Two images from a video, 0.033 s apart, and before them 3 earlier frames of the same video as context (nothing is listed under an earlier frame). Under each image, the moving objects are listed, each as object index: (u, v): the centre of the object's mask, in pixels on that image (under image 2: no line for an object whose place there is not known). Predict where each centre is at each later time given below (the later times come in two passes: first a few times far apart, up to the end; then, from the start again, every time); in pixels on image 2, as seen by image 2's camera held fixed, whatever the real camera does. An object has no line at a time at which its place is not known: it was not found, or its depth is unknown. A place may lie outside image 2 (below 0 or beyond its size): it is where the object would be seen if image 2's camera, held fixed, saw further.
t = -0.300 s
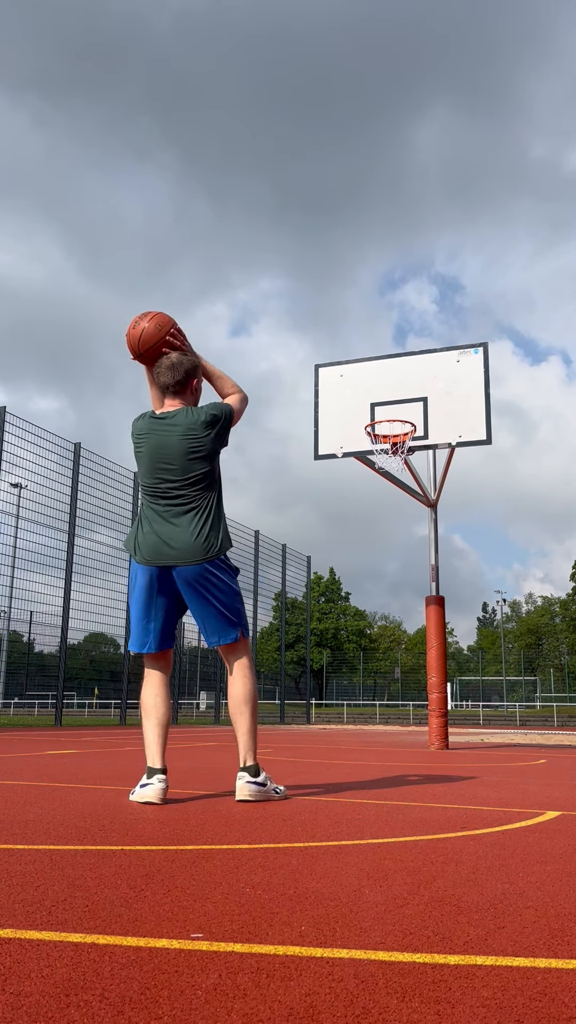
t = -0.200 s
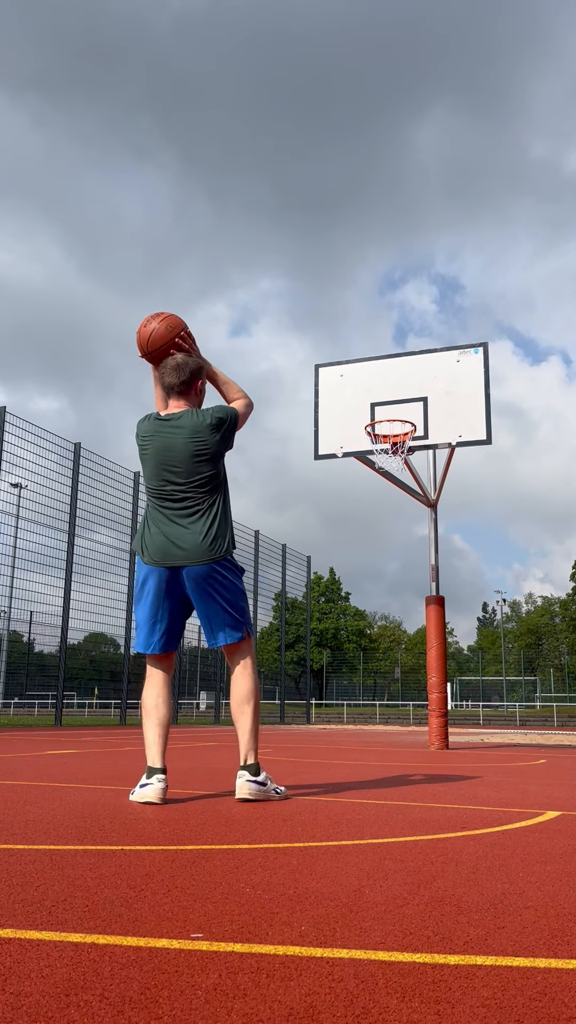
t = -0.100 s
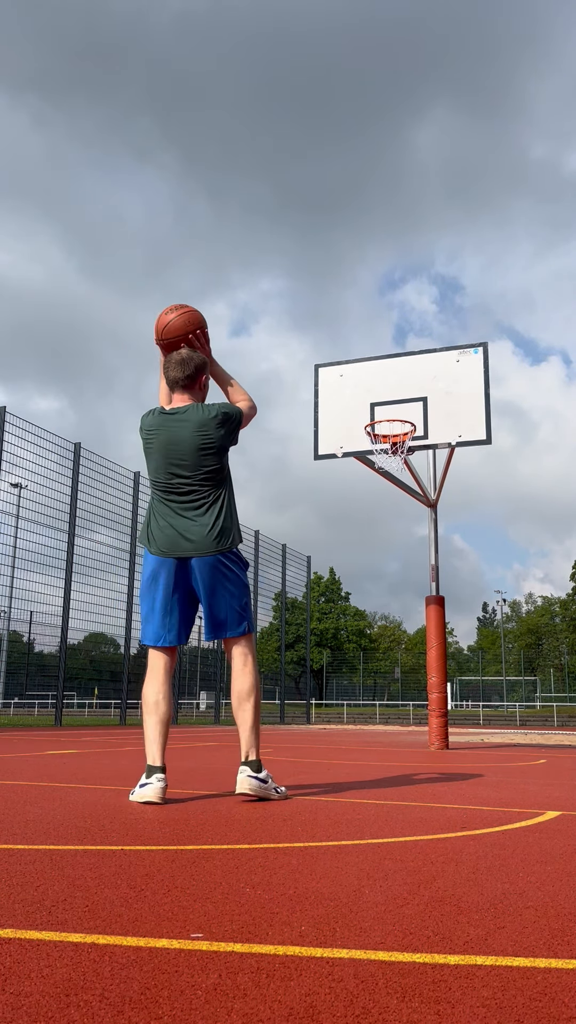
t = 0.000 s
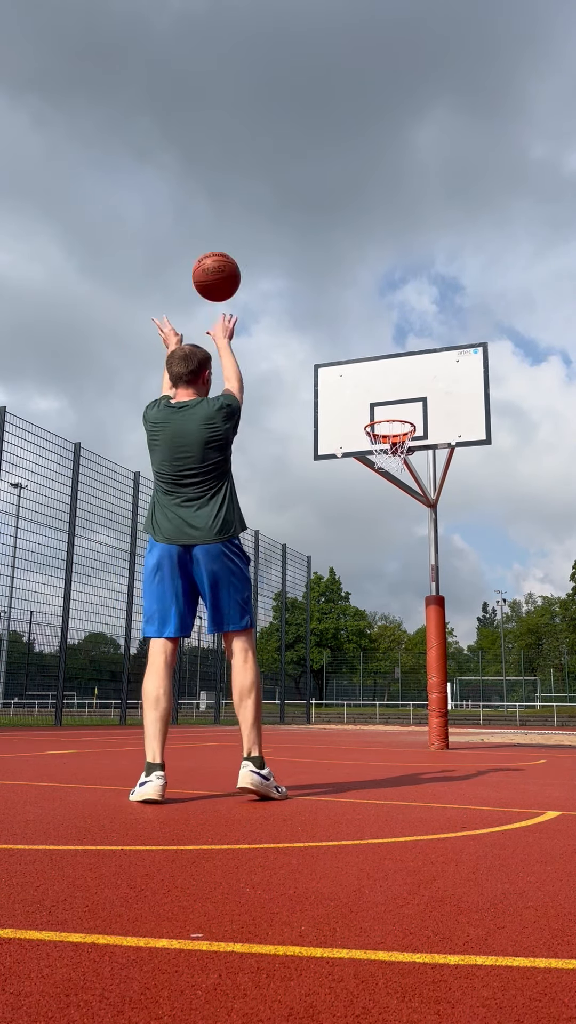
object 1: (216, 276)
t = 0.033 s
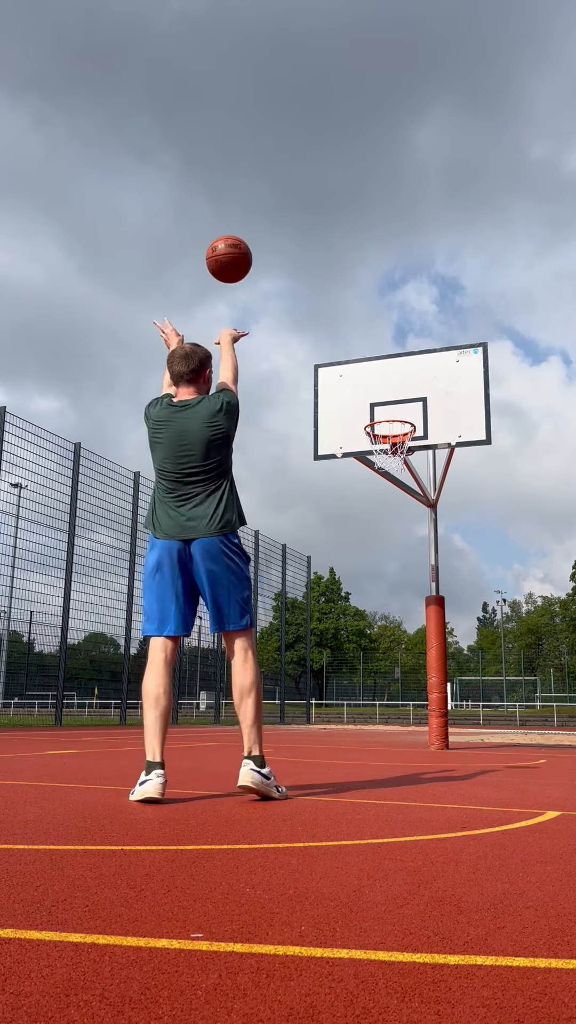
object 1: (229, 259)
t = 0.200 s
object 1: (279, 213)
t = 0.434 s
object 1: (328, 223)
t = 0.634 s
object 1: (358, 275)
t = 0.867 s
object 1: (387, 372)
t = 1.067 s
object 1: (385, 437)
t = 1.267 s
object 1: (366, 445)
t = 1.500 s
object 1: (371, 481)
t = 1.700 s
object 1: (377, 557)
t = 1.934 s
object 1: (385, 711)
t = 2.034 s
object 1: (390, 712)
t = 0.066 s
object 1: (240, 244)
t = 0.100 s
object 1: (251, 233)
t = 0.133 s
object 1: (261, 224)
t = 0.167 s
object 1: (270, 217)
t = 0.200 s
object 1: (279, 213)
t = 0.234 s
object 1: (287, 210)
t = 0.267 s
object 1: (295, 209)
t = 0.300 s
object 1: (302, 209)
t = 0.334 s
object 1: (309, 211)
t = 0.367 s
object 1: (315, 213)
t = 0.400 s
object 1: (322, 217)
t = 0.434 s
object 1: (328, 223)
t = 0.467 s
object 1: (333, 229)
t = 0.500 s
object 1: (339, 236)
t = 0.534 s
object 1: (344, 244)
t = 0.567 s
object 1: (349, 253)
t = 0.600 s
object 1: (354, 263)
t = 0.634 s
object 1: (358, 275)
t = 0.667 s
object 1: (363, 286)
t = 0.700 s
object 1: (367, 299)
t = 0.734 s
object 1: (372, 312)
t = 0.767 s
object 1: (376, 326)
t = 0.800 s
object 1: (380, 341)
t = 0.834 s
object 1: (384, 356)
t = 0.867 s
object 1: (387, 372)
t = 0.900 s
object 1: (391, 388)
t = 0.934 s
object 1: (394, 405)
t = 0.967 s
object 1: (397, 417)
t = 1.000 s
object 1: (398, 429)
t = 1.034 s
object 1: (393, 434)
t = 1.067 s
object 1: (385, 437)
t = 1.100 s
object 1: (376, 440)
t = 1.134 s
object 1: (370, 443)
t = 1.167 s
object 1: (368, 444)
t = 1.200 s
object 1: (366, 444)
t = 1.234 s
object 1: (366, 444)
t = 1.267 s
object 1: (366, 445)
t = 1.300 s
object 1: (367, 449)
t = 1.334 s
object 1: (367, 451)
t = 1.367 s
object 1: (368, 454)
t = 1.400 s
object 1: (369, 459)
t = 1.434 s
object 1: (369, 465)
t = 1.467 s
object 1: (370, 473)
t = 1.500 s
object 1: (371, 481)
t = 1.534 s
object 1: (372, 490)
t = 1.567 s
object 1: (373, 501)
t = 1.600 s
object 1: (374, 513)
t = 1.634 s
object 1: (375, 526)
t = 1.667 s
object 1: (376, 541)
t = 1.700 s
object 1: (377, 557)
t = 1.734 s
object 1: (378, 574)
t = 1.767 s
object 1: (379, 593)
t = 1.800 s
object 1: (380, 613)
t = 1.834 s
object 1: (381, 635)
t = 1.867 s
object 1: (382, 659)
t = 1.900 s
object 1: (383, 684)
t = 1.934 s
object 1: (385, 711)
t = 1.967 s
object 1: (386, 739)
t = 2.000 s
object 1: (389, 732)
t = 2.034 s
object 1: (390, 712)
